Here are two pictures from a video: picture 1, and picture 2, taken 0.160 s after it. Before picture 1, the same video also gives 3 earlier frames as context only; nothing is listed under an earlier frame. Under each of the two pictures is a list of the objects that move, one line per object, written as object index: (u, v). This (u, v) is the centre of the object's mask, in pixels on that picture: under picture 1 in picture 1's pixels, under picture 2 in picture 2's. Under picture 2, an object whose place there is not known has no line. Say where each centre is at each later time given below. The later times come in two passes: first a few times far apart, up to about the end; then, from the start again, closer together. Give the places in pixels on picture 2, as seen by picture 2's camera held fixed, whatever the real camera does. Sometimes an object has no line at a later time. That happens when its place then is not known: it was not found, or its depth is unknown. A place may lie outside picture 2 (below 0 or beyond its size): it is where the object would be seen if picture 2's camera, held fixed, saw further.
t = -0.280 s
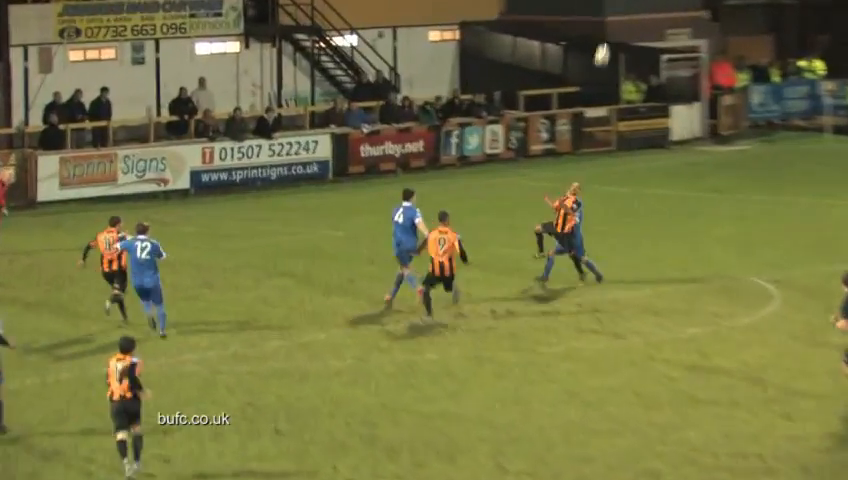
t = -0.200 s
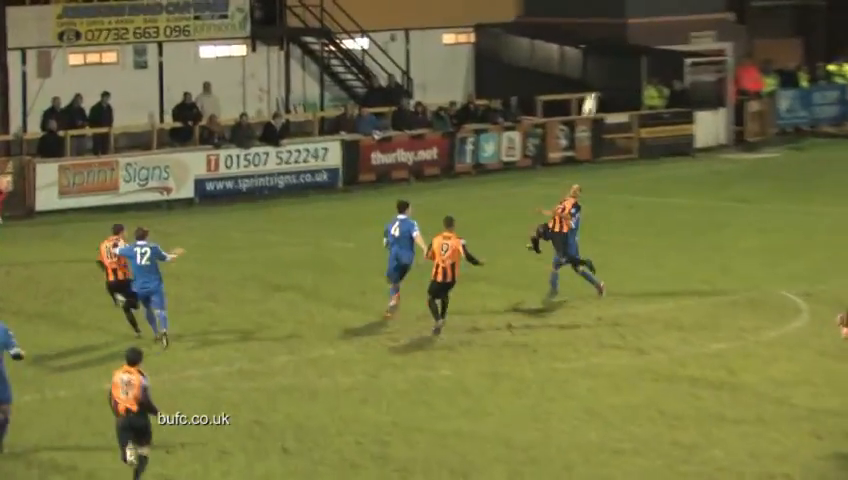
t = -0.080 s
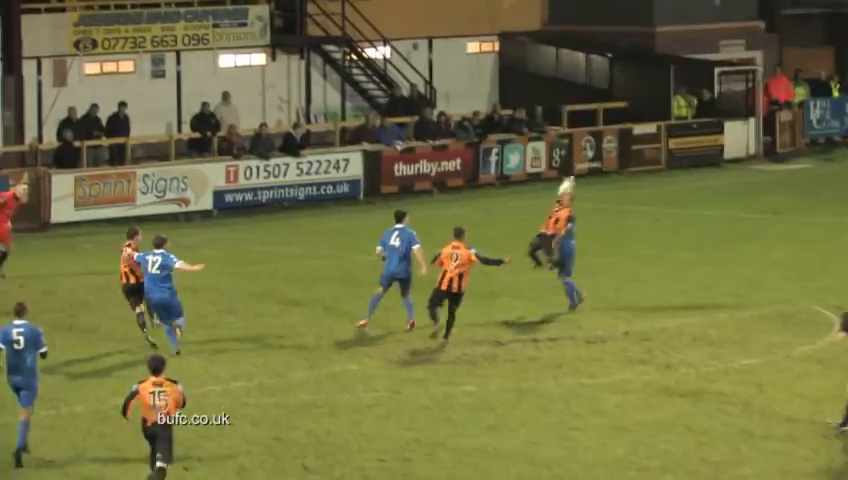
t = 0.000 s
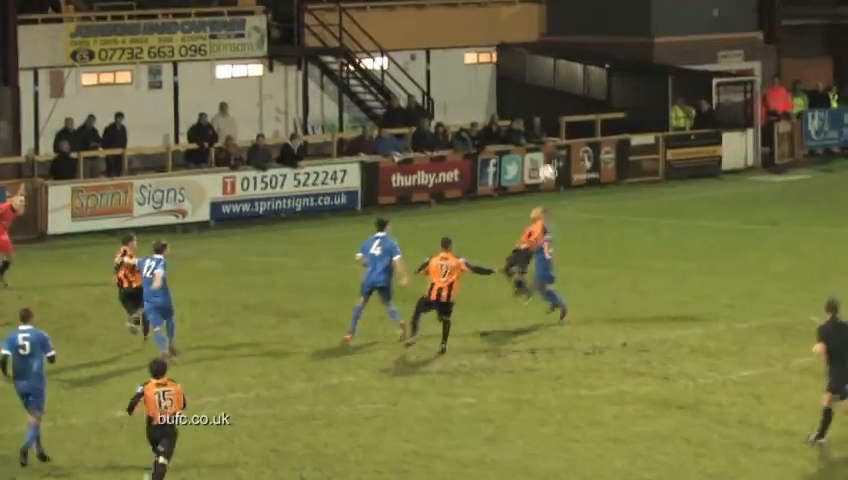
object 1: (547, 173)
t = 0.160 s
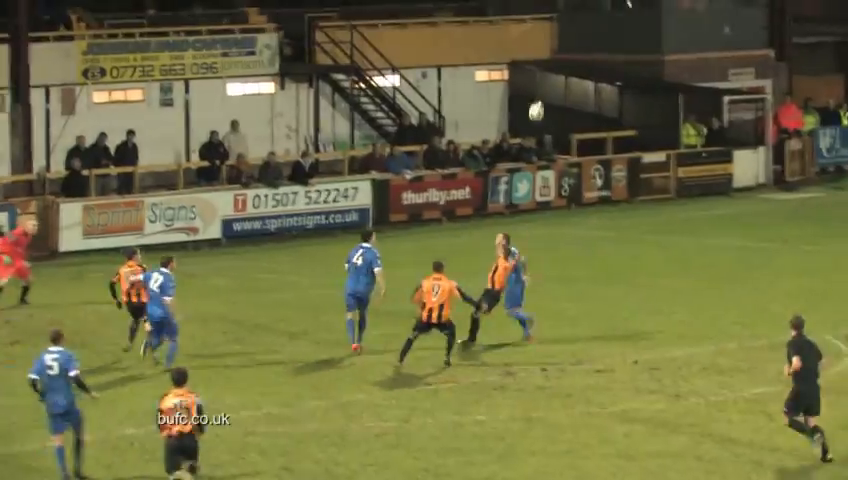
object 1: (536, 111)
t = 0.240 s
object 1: (525, 77)
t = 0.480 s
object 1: (490, 0)
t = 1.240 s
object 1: (376, 6)
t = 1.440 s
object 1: (346, 74)
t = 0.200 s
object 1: (531, 93)
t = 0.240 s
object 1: (525, 77)
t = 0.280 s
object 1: (519, 62)
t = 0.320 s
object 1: (513, 47)
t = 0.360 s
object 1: (507, 33)
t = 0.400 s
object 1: (500, 21)
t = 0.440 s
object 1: (496, 10)
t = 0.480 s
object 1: (490, 0)
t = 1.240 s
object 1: (376, 6)
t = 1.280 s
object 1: (370, 17)
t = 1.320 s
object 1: (364, 30)
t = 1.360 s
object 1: (358, 44)
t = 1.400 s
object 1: (352, 58)
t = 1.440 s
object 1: (346, 74)
